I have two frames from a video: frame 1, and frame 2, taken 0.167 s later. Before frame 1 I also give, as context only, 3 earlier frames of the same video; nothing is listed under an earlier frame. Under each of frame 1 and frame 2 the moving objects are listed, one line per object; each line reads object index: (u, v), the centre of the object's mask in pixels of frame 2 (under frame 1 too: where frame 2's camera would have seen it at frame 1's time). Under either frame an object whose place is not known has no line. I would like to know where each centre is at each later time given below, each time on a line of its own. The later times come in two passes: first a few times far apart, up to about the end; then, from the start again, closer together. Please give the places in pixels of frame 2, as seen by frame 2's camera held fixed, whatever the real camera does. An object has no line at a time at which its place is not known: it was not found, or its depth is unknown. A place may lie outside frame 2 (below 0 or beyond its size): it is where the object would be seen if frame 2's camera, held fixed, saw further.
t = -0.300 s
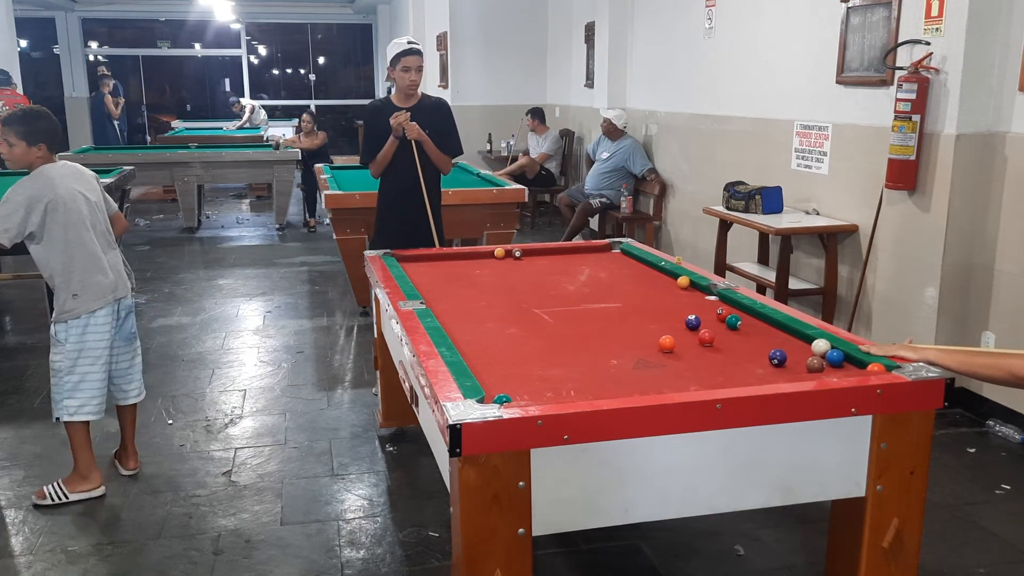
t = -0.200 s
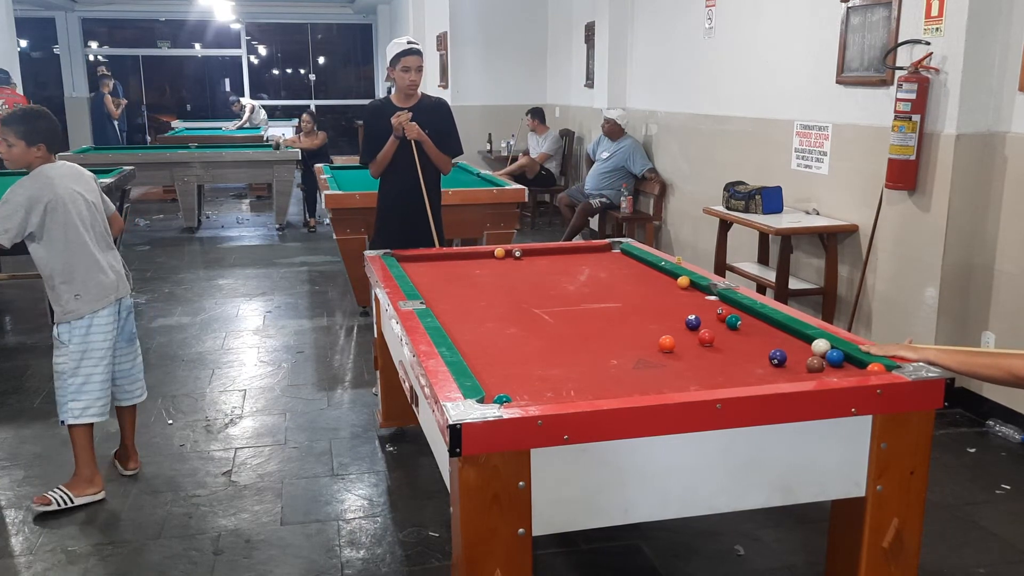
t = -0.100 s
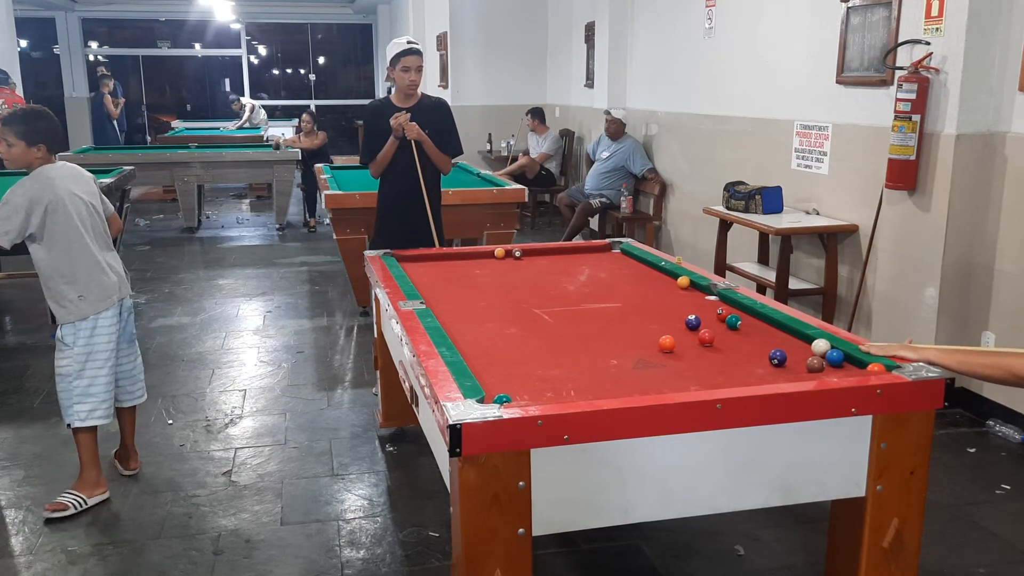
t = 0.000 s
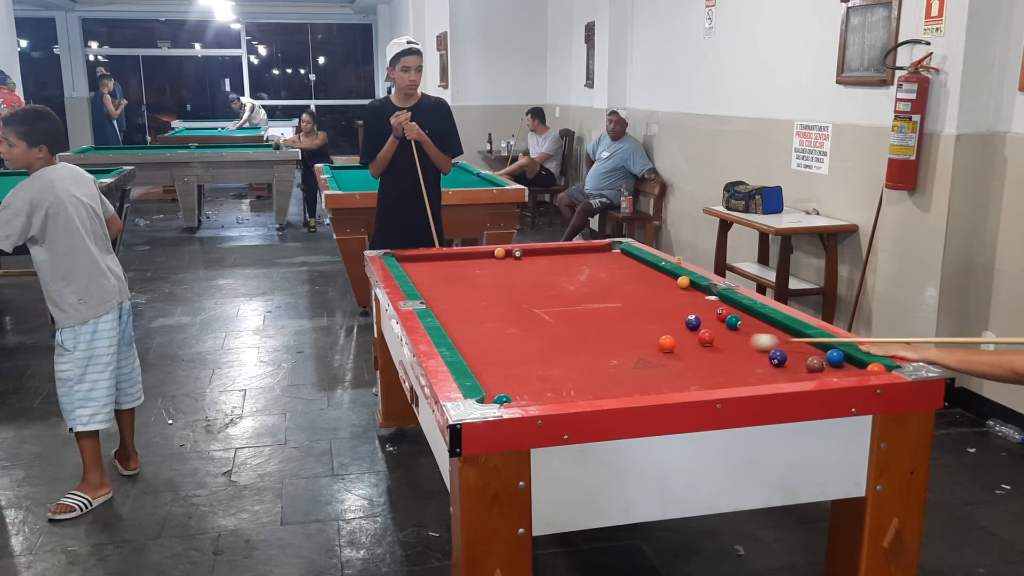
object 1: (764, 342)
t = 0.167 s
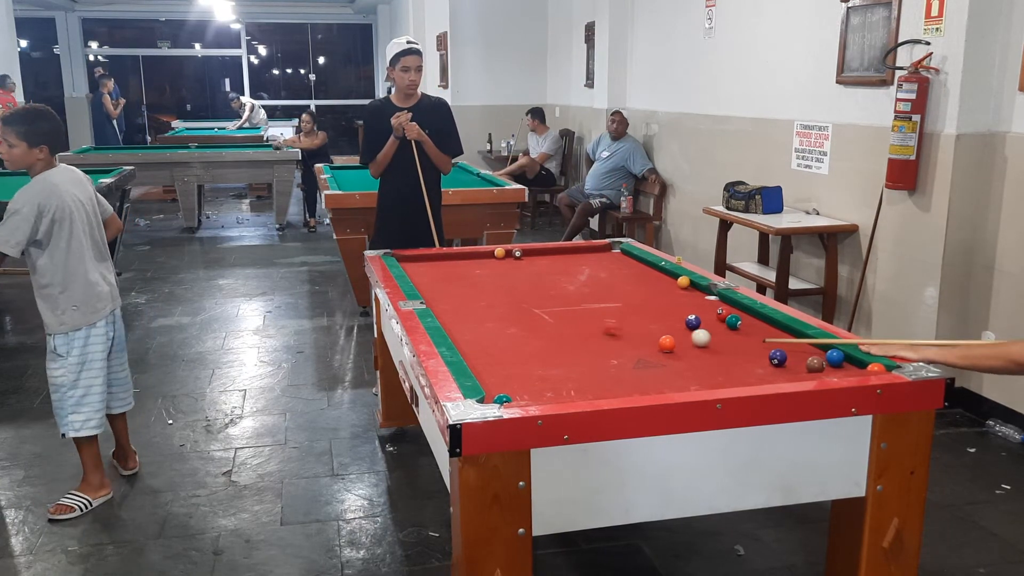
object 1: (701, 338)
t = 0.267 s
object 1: (672, 333)
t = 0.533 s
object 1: (592, 331)
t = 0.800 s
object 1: (519, 326)
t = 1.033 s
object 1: (459, 322)
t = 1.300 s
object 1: (470, 315)
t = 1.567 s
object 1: (502, 307)
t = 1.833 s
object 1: (530, 301)
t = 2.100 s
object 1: (555, 295)
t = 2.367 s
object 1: (577, 290)
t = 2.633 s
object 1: (596, 284)
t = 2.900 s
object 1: (613, 280)
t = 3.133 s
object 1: (626, 277)
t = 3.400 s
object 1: (640, 274)
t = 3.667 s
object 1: (651, 270)
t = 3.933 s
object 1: (651, 269)
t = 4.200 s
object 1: (640, 268)
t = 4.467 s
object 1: (631, 267)
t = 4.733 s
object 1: (624, 267)
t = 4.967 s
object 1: (619, 266)
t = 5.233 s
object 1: (614, 266)
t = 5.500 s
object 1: (611, 266)
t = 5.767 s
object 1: (610, 266)
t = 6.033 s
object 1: (610, 266)
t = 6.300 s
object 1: (610, 266)
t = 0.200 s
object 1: (692, 337)
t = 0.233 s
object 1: (682, 337)
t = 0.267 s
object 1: (672, 333)
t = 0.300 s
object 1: (660, 333)
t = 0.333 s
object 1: (651, 334)
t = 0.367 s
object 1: (641, 334)
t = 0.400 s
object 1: (631, 333)
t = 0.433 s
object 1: (621, 333)
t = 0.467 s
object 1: (611, 332)
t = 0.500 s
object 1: (601, 331)
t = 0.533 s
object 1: (592, 331)
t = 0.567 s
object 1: (582, 330)
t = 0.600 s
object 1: (573, 330)
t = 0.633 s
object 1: (564, 328)
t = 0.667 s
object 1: (555, 328)
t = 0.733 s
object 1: (536, 327)
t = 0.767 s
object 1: (527, 326)
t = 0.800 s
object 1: (519, 326)
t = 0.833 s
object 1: (510, 325)
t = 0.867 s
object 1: (501, 325)
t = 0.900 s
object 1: (493, 324)
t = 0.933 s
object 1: (484, 323)
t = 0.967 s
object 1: (475, 323)
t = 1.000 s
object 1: (467, 322)
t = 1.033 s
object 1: (459, 322)
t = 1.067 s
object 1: (450, 321)
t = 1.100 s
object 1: (444, 320)
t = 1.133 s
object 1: (448, 319)
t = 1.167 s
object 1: (452, 319)
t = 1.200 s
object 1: (457, 318)
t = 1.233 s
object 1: (461, 317)
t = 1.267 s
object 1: (466, 316)
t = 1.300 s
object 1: (470, 315)
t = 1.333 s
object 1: (474, 314)
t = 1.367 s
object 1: (478, 313)
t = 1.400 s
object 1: (482, 312)
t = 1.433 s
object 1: (486, 311)
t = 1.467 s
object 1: (490, 310)
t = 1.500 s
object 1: (494, 309)
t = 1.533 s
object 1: (498, 308)
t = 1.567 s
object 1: (502, 307)
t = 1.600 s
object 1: (506, 307)
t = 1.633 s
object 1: (509, 306)
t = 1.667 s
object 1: (513, 305)
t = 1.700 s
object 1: (516, 304)
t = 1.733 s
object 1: (520, 303)
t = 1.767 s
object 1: (523, 302)
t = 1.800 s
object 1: (527, 302)
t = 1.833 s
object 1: (530, 301)
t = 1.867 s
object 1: (533, 300)
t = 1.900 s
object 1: (536, 299)
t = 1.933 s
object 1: (540, 298)
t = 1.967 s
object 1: (543, 298)
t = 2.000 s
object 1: (546, 297)
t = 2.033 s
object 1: (549, 296)
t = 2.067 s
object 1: (552, 296)
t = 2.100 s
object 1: (555, 295)
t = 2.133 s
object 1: (558, 294)
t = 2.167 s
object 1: (561, 294)
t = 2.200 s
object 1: (564, 293)
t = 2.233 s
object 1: (566, 292)
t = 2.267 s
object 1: (569, 292)
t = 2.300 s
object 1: (572, 291)
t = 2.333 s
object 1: (575, 290)
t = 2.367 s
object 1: (577, 290)
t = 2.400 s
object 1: (580, 289)
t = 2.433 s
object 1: (582, 288)
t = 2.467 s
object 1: (585, 288)
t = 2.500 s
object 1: (587, 287)
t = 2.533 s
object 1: (589, 287)
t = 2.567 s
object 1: (592, 286)
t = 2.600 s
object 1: (594, 285)
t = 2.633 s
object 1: (596, 284)
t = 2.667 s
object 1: (598, 284)
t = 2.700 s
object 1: (601, 283)
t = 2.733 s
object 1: (603, 283)
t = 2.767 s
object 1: (605, 282)
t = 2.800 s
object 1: (607, 282)
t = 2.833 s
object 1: (609, 281)
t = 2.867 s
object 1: (611, 281)
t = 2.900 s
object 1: (613, 280)
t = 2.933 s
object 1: (615, 280)
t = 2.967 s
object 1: (617, 279)
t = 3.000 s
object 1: (619, 279)
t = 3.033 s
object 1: (621, 278)
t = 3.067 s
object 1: (623, 278)
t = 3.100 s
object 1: (625, 277)
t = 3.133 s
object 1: (626, 277)
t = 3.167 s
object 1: (628, 276)
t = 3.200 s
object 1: (630, 276)
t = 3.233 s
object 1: (631, 276)
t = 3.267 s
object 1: (633, 275)
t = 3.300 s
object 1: (635, 275)
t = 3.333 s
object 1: (636, 274)
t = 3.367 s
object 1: (638, 274)
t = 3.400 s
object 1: (640, 274)
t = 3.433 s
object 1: (641, 273)
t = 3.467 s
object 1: (643, 273)
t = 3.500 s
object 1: (644, 272)
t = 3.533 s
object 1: (646, 272)
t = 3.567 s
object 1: (647, 272)
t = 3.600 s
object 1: (648, 271)
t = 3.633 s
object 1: (650, 271)
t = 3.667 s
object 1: (651, 270)
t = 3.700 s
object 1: (652, 270)
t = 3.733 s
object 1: (654, 270)
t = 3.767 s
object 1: (655, 269)
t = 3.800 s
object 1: (656, 269)
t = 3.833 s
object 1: (656, 269)
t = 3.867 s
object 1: (654, 269)
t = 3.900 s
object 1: (653, 269)
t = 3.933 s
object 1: (651, 269)
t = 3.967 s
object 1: (650, 268)
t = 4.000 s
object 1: (648, 268)
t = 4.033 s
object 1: (647, 268)
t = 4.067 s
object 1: (646, 268)
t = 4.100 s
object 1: (644, 268)
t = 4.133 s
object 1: (643, 268)
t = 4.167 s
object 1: (642, 268)
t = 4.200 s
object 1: (640, 268)
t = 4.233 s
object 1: (639, 268)
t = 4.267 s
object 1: (638, 267)
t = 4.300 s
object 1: (637, 267)
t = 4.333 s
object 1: (635, 267)
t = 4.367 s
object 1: (634, 267)
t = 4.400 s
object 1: (633, 267)
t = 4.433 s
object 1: (632, 267)
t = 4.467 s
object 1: (631, 267)
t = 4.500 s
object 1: (630, 267)
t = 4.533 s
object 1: (629, 267)
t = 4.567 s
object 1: (628, 267)
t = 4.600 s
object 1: (627, 267)
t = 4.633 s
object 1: (626, 267)
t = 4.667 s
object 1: (625, 267)
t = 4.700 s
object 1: (625, 267)
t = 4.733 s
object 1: (624, 267)
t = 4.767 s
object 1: (623, 266)
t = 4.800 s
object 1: (622, 266)
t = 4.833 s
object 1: (621, 266)
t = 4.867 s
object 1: (621, 266)
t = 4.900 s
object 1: (620, 266)
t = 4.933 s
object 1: (620, 266)
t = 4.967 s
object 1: (619, 266)
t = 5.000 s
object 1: (618, 266)
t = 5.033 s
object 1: (617, 266)
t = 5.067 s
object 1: (617, 266)
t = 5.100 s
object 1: (616, 266)
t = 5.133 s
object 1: (616, 266)
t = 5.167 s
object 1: (615, 266)
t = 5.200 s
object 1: (615, 266)
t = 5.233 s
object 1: (614, 266)
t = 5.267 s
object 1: (614, 266)
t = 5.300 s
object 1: (613, 266)
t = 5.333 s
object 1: (613, 266)
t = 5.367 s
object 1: (613, 266)
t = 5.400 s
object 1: (612, 266)
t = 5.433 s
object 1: (612, 266)
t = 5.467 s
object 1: (612, 266)
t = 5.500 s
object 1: (611, 266)
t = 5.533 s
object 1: (611, 266)
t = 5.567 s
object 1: (611, 266)
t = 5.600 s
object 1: (611, 266)
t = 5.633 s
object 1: (611, 266)
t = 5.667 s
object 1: (610, 266)
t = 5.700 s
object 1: (610, 266)
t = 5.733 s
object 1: (610, 266)
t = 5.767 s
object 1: (610, 266)
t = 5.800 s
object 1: (610, 266)
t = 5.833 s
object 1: (610, 266)
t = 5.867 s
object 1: (610, 266)
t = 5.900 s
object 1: (610, 266)
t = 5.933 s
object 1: (610, 266)
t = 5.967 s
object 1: (610, 266)
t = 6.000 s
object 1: (610, 266)
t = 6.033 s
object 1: (610, 266)
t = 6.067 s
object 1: (610, 266)
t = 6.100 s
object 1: (610, 266)
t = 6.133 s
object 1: (610, 266)
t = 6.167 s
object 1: (610, 266)
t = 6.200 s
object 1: (610, 266)
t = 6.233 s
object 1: (610, 266)
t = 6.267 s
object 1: (610, 266)
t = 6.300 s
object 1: (610, 266)
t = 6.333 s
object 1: (610, 265)
